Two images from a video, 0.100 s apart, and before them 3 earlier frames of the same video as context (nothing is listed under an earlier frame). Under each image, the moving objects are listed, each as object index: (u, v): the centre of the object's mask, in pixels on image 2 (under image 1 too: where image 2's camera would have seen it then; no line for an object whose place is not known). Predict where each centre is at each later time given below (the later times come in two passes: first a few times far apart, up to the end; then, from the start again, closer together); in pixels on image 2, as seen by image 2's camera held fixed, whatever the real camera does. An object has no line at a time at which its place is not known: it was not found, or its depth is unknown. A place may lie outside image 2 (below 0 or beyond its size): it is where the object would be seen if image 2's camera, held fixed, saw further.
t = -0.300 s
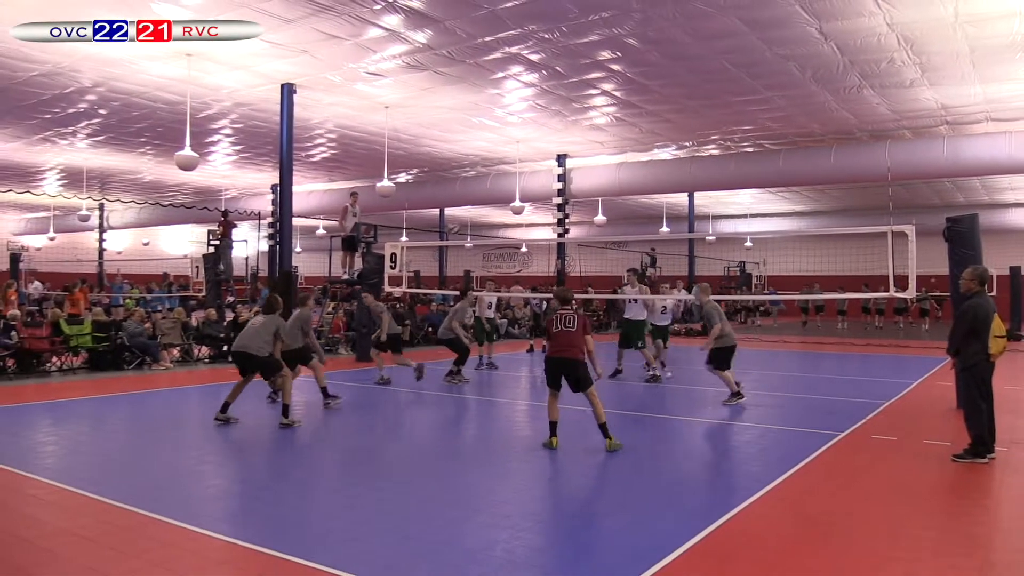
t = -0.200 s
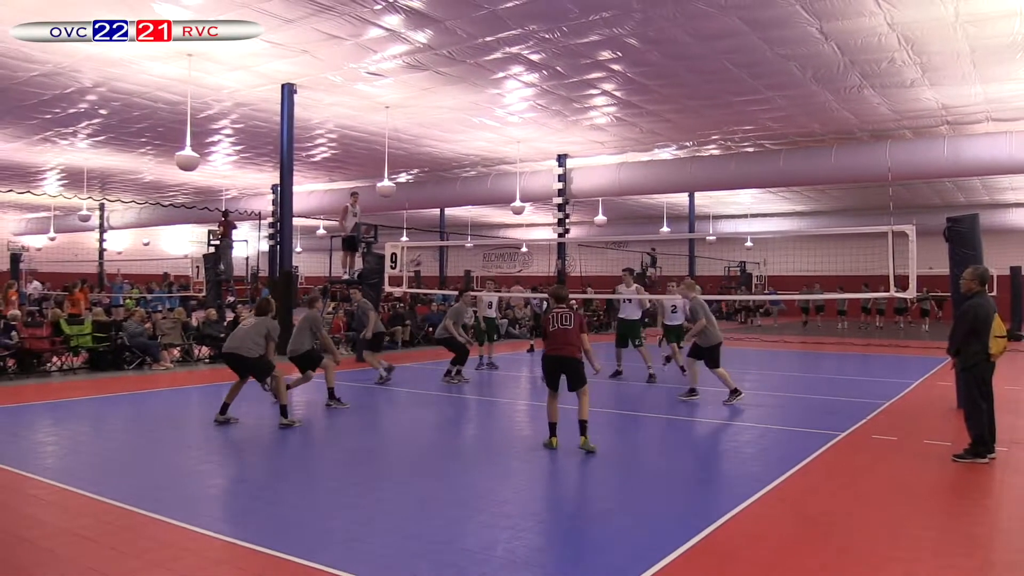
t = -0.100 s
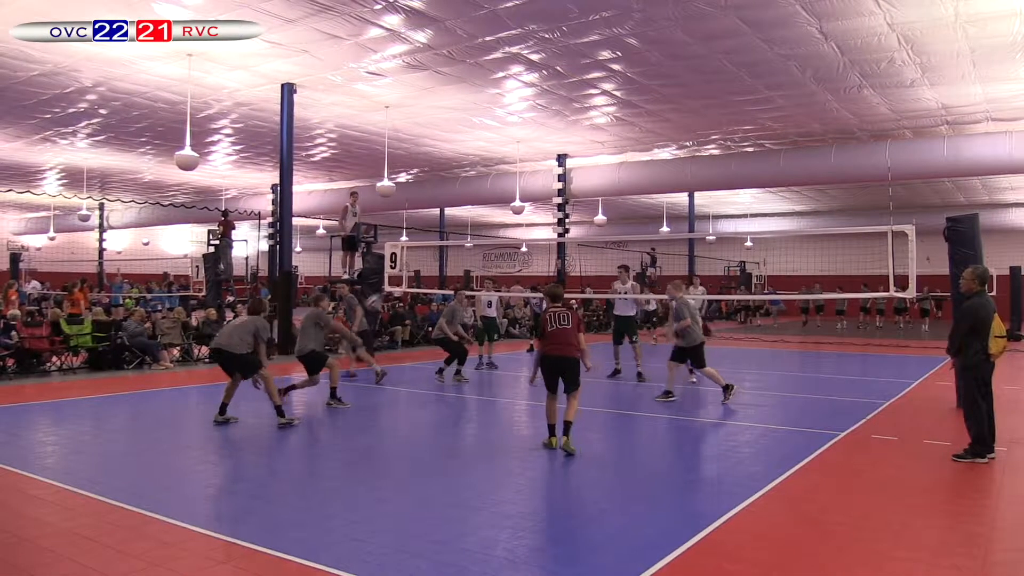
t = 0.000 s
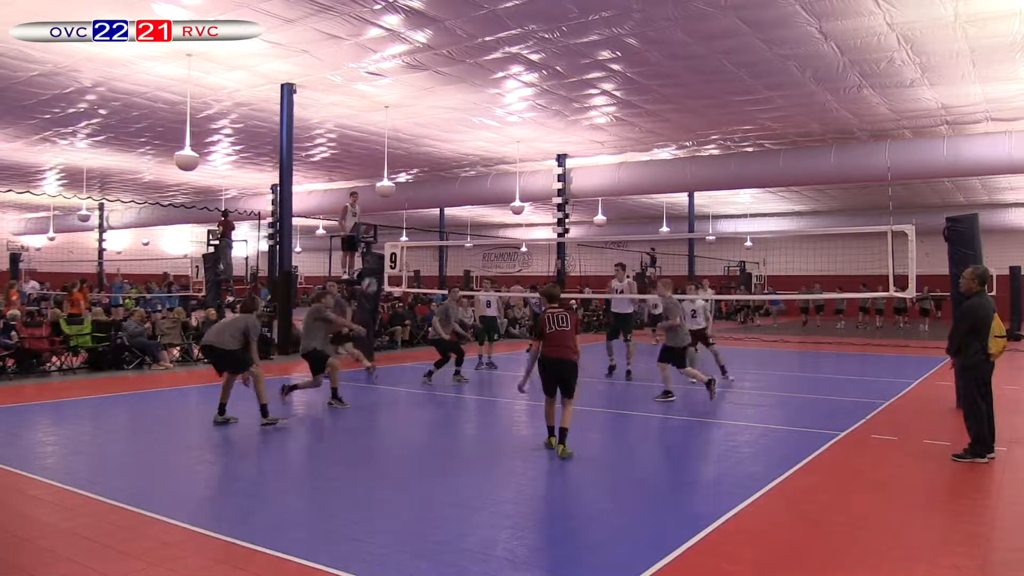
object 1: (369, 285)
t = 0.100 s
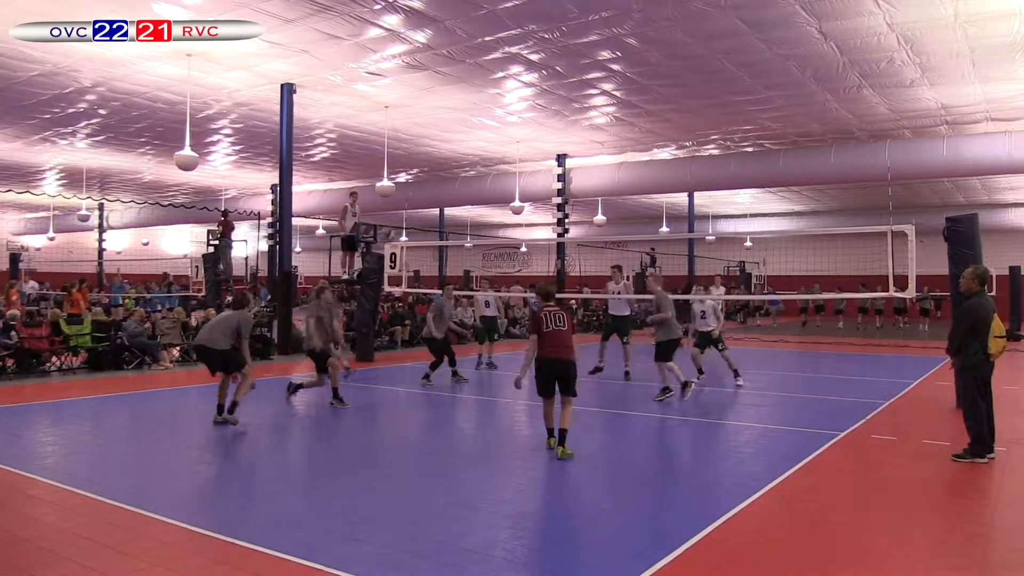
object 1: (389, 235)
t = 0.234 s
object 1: (410, 180)
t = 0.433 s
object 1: (444, 128)
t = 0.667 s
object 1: (480, 106)
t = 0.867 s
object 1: (509, 116)
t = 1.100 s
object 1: (537, 159)
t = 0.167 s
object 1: (399, 207)
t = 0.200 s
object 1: (405, 195)
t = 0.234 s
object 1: (410, 180)
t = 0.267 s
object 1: (415, 173)
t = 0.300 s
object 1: (422, 160)
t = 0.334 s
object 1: (428, 151)
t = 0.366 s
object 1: (434, 142)
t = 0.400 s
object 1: (439, 135)
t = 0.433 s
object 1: (444, 128)
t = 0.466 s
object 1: (449, 123)
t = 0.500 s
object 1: (455, 118)
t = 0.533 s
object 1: (460, 114)
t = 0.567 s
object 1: (465, 111)
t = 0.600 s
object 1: (470, 109)
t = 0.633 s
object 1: (475, 107)
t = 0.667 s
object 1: (480, 106)
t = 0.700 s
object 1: (485, 105)
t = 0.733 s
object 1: (490, 106)
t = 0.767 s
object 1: (495, 107)
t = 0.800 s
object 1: (499, 110)
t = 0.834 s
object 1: (504, 112)
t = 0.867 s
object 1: (509, 116)
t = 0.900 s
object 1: (513, 120)
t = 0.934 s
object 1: (517, 124)
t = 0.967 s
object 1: (522, 130)
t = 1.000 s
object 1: (526, 137)
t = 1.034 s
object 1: (530, 144)
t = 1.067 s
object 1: (534, 151)
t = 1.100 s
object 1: (537, 159)
